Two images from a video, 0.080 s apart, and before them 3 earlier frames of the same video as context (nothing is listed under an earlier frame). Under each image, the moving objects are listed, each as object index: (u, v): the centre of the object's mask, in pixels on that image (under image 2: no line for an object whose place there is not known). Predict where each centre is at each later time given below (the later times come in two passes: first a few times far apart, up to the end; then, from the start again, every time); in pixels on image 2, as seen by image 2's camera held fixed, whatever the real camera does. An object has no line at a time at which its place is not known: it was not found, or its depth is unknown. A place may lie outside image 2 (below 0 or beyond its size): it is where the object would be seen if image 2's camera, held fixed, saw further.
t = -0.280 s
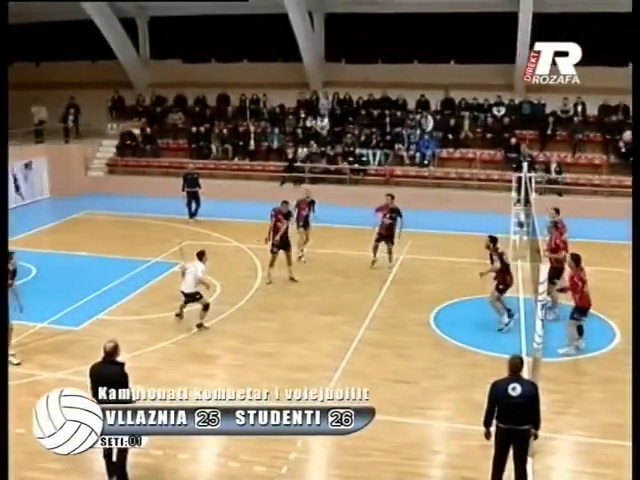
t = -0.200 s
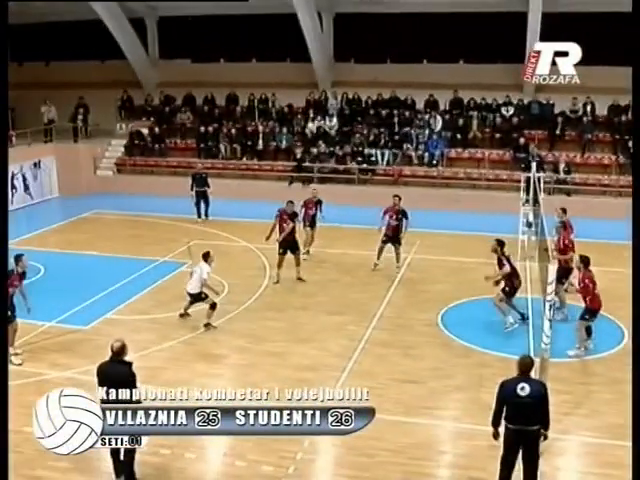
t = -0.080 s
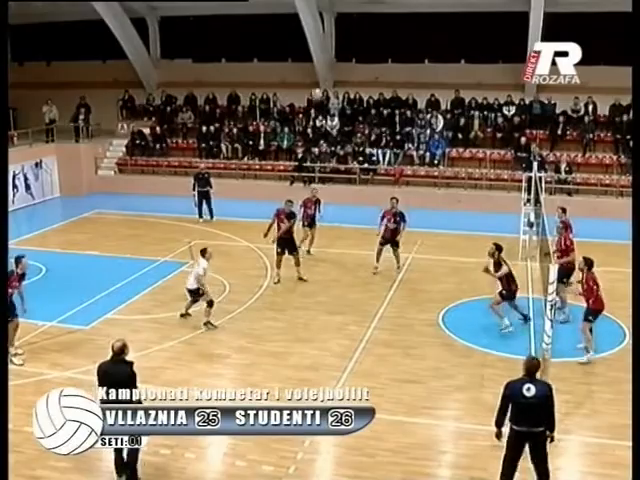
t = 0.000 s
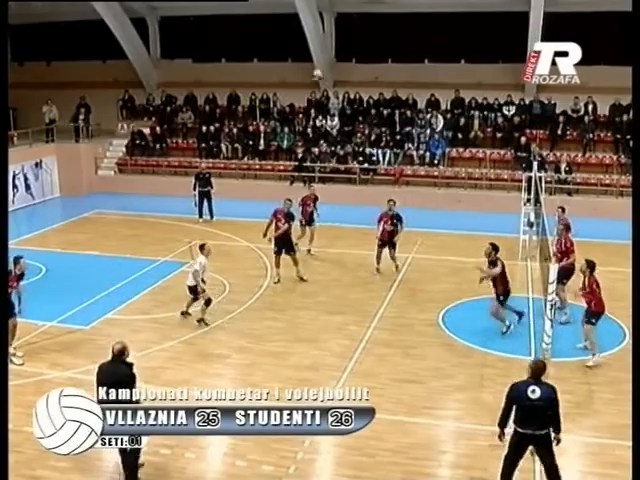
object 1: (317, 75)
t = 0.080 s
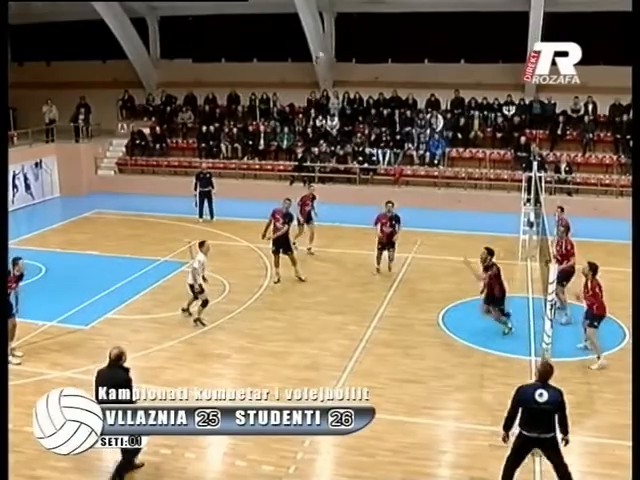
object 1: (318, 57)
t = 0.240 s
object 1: (323, 34)
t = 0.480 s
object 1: (328, 23)
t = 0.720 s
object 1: (333, 47)
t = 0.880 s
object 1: (338, 88)
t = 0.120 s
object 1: (321, 52)
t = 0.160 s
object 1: (322, 45)
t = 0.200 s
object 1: (322, 40)
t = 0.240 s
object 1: (323, 34)
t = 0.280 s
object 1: (324, 29)
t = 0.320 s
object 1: (325, 27)
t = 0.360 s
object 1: (325, 24)
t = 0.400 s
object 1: (326, 23)
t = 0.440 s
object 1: (328, 23)
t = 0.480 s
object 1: (328, 23)
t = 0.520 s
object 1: (329, 24)
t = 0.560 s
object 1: (329, 25)
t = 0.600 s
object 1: (330, 30)
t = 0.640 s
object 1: (332, 34)
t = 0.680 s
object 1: (333, 40)
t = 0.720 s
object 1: (333, 47)
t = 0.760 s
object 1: (334, 55)
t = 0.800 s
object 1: (335, 66)
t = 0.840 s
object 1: (337, 75)
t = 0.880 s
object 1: (338, 88)
